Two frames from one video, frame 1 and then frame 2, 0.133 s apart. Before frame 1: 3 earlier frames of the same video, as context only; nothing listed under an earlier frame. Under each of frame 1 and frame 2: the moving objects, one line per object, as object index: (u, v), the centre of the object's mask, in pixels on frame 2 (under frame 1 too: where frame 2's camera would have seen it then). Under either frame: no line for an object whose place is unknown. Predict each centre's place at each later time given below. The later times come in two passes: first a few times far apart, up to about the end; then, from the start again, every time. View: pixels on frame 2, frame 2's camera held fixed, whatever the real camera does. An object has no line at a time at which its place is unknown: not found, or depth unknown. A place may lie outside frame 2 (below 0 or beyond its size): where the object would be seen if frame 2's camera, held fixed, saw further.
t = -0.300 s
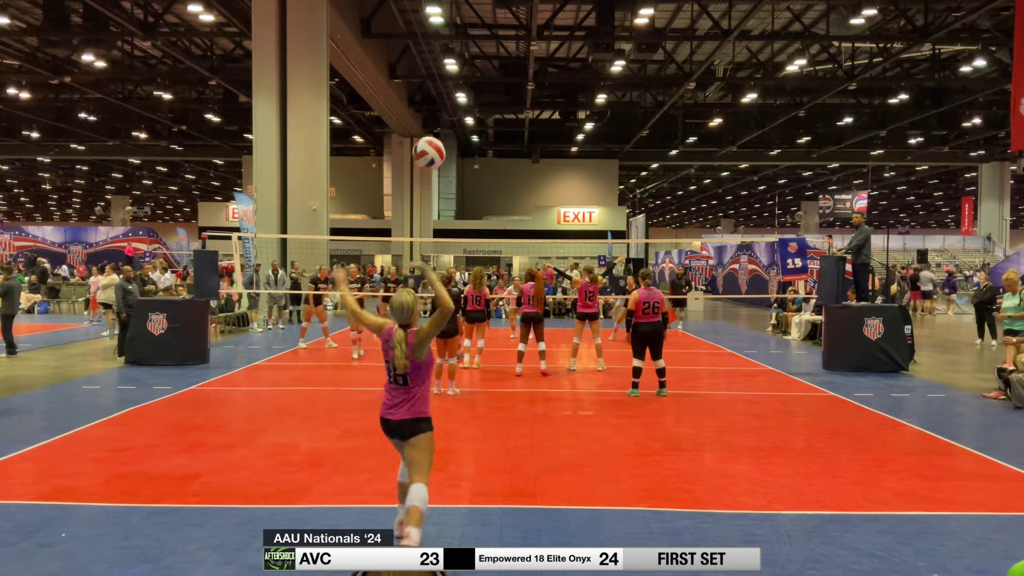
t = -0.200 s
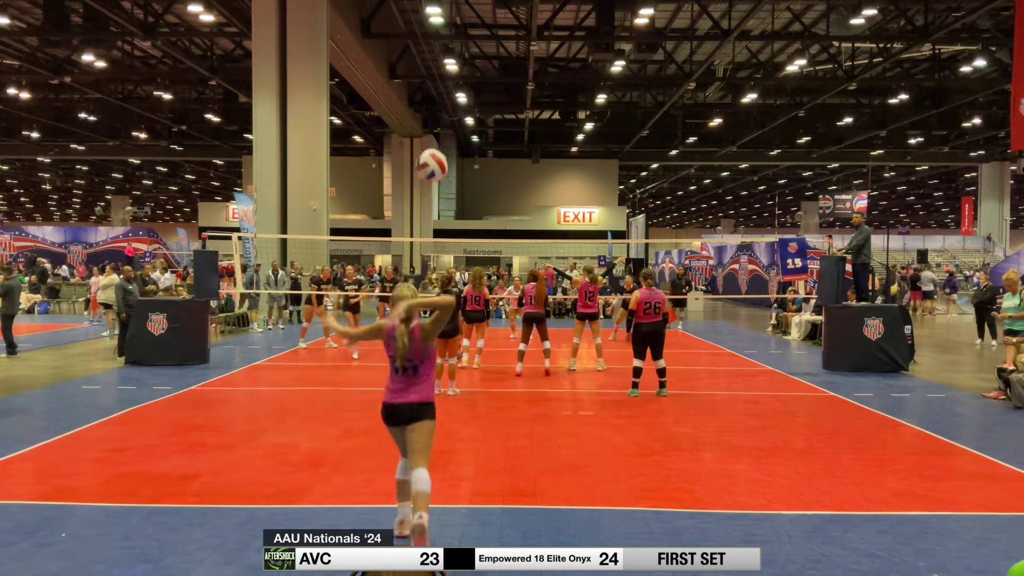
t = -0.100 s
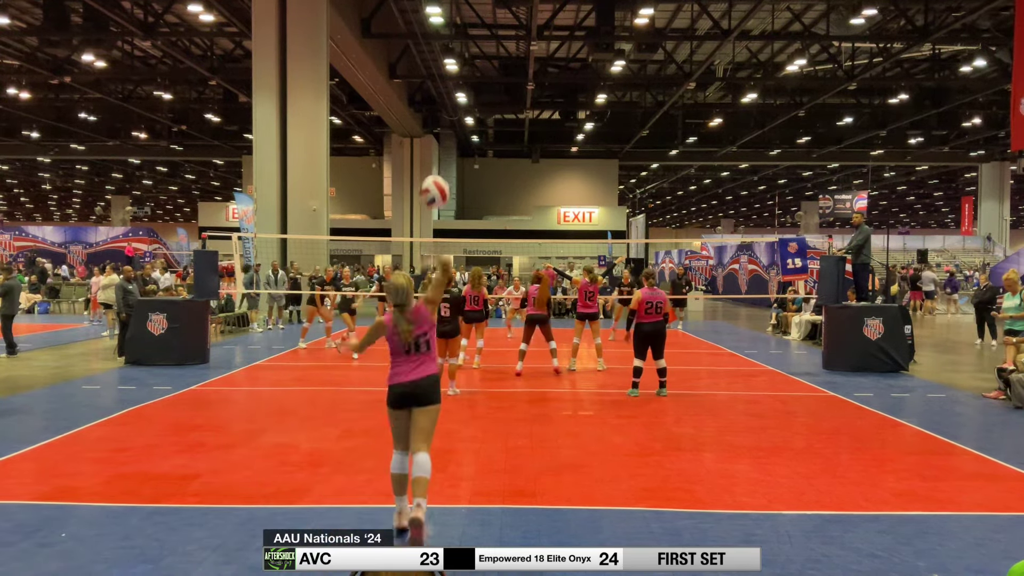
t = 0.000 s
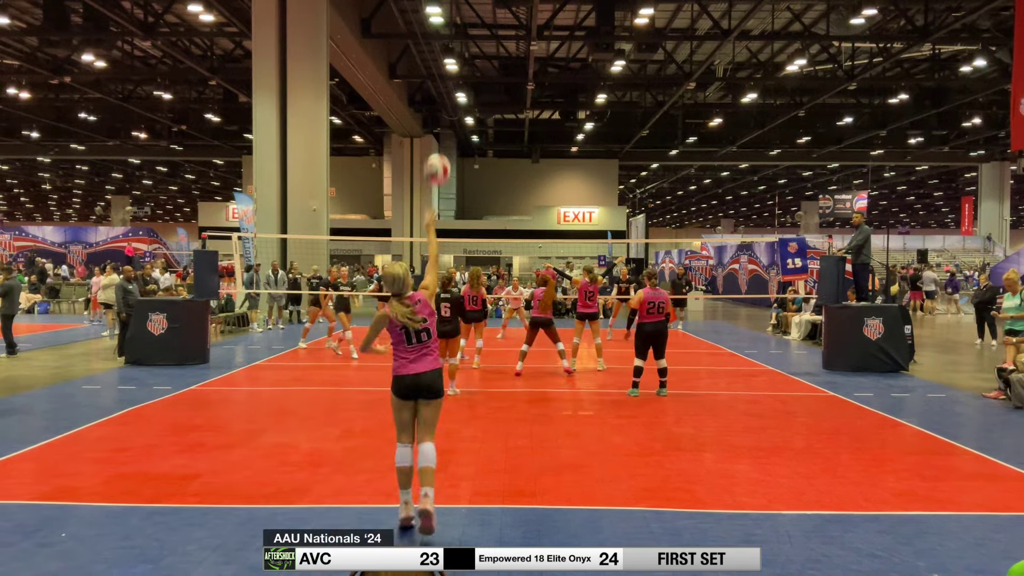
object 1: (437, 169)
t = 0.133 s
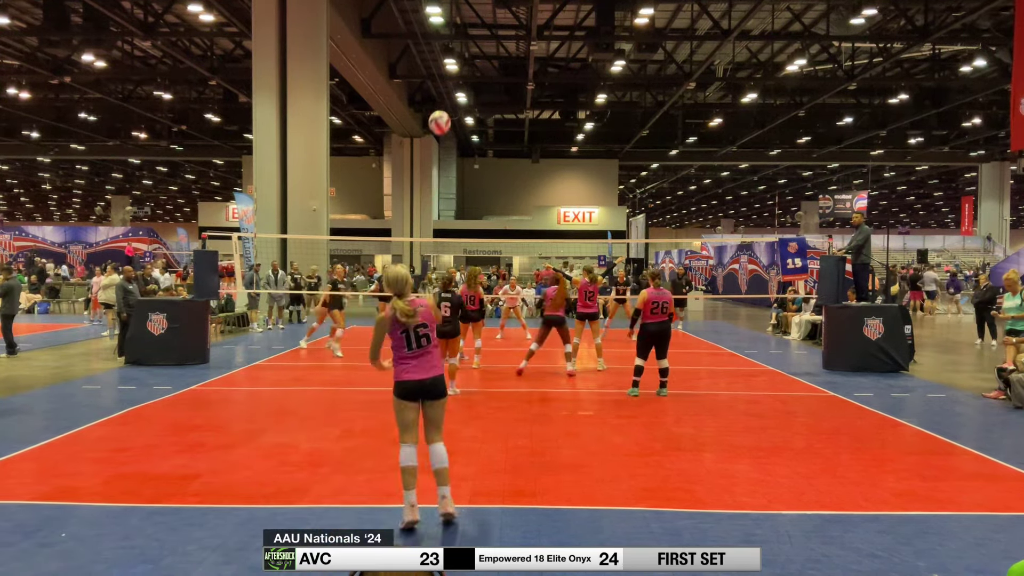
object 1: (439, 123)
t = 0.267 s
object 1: (444, 104)
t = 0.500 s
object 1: (451, 108)
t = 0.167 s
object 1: (440, 116)
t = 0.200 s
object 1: (442, 110)
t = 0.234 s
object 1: (443, 106)
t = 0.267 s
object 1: (444, 104)
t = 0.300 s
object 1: (445, 102)
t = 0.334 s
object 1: (446, 101)
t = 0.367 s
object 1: (447, 101)
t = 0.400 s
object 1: (448, 102)
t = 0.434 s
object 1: (449, 103)
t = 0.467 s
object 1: (450, 105)
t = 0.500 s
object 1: (451, 108)
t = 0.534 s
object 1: (452, 110)
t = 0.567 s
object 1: (452, 114)
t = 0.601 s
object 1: (453, 117)
